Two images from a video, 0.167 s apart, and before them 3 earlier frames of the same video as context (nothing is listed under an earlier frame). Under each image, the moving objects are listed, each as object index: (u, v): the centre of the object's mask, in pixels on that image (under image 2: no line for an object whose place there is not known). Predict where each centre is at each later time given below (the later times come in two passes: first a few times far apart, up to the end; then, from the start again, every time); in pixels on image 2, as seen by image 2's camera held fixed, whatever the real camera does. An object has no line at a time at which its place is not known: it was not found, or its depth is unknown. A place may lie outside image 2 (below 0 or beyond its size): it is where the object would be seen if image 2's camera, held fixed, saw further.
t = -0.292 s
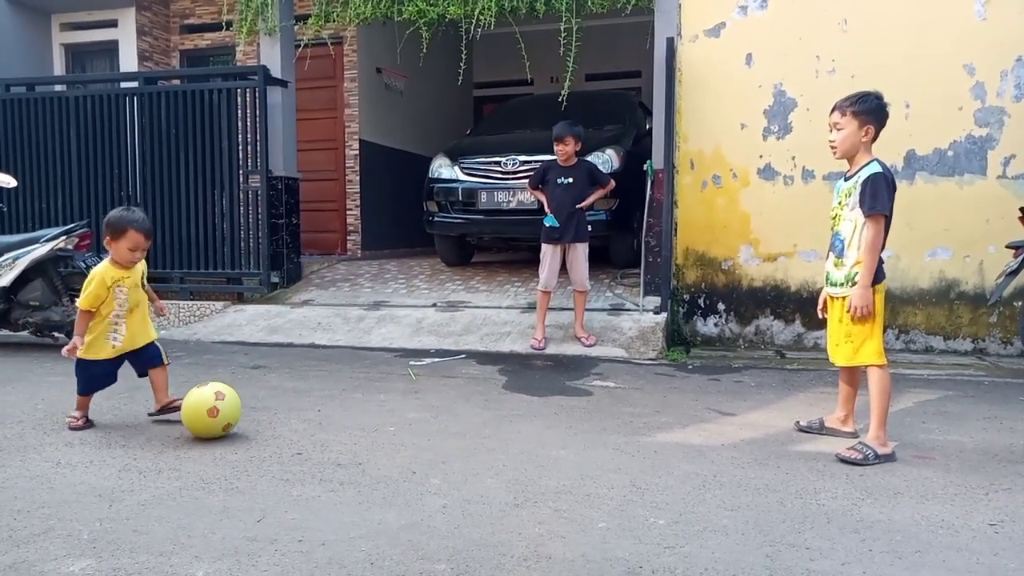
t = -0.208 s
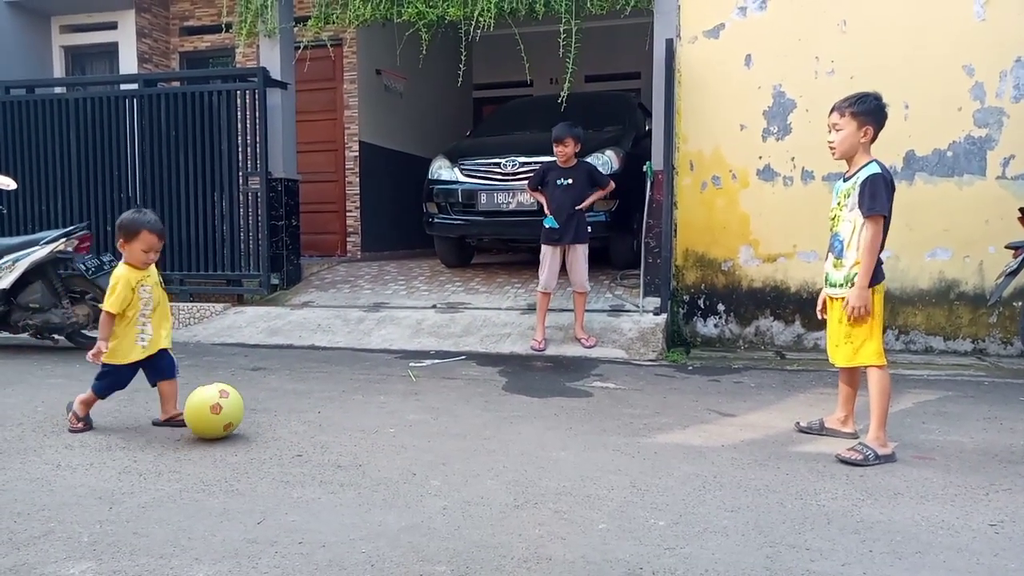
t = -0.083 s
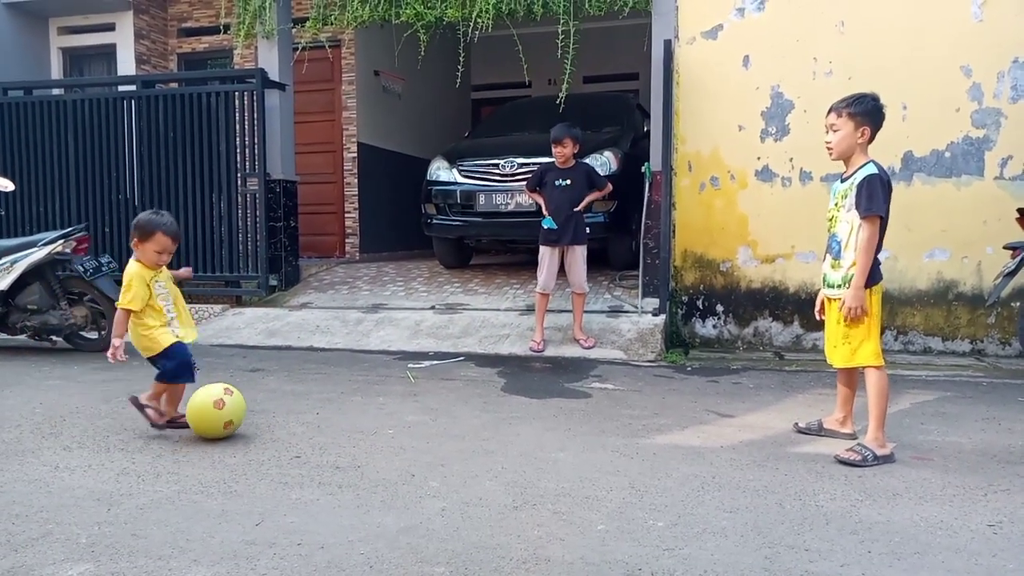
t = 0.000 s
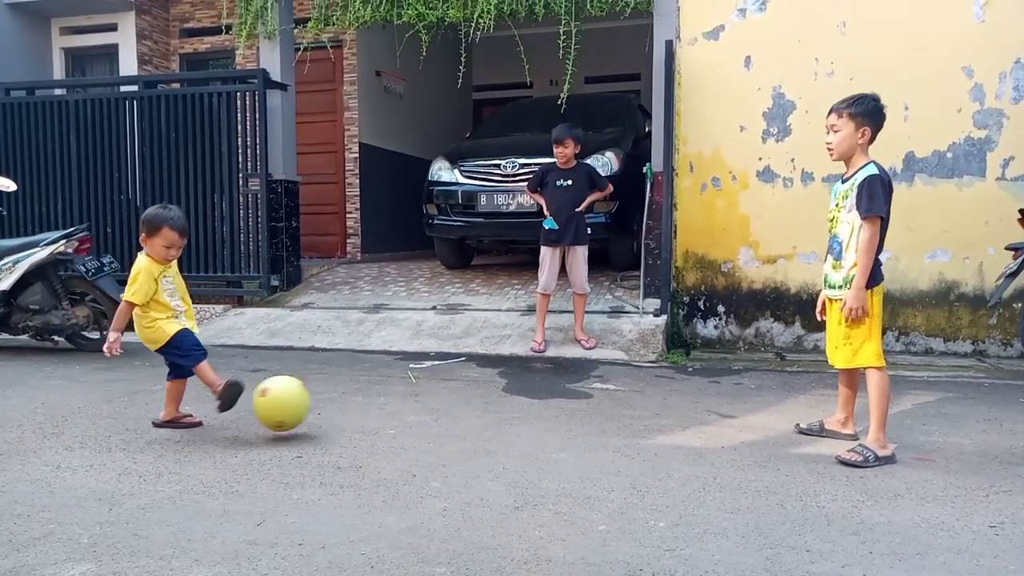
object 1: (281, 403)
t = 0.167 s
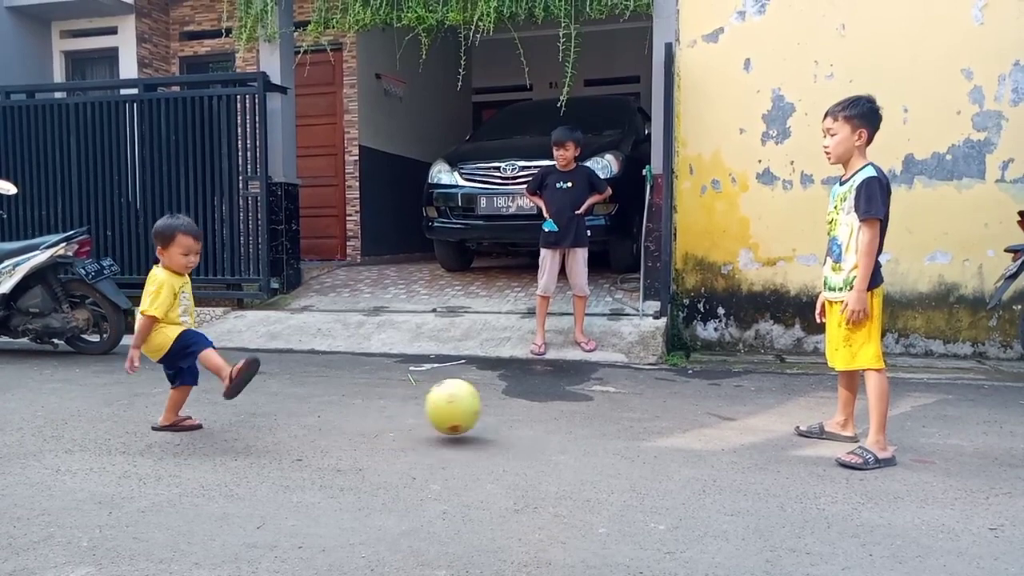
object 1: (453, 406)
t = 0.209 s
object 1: (489, 403)
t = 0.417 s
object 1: (643, 405)
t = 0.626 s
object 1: (754, 413)
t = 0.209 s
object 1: (489, 403)
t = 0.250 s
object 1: (525, 405)
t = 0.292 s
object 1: (560, 412)
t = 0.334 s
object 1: (590, 409)
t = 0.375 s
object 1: (617, 405)
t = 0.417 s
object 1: (643, 405)
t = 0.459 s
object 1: (668, 410)
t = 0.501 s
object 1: (692, 415)
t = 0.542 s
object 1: (713, 409)
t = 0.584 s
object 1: (734, 408)
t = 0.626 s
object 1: (754, 413)
